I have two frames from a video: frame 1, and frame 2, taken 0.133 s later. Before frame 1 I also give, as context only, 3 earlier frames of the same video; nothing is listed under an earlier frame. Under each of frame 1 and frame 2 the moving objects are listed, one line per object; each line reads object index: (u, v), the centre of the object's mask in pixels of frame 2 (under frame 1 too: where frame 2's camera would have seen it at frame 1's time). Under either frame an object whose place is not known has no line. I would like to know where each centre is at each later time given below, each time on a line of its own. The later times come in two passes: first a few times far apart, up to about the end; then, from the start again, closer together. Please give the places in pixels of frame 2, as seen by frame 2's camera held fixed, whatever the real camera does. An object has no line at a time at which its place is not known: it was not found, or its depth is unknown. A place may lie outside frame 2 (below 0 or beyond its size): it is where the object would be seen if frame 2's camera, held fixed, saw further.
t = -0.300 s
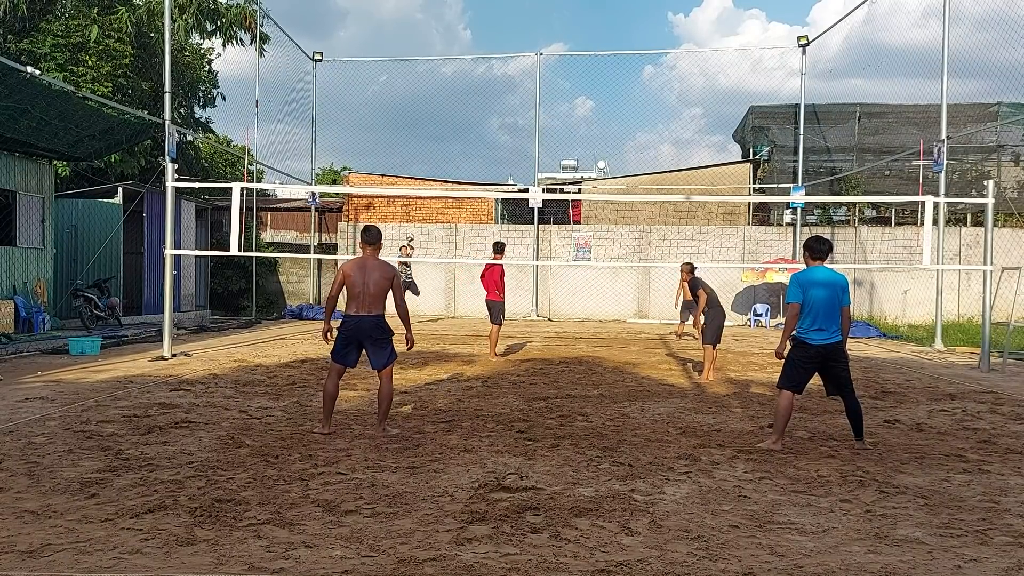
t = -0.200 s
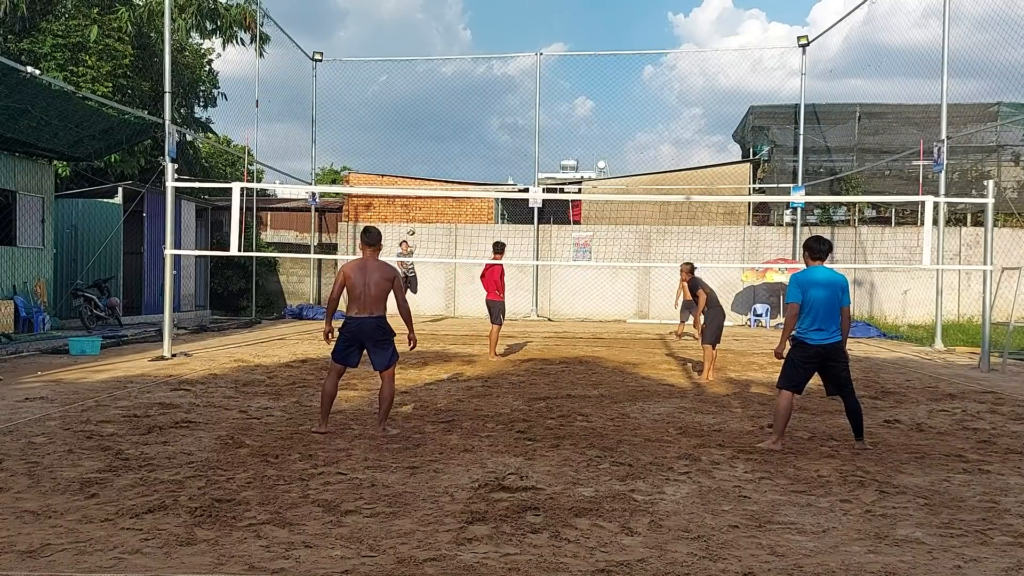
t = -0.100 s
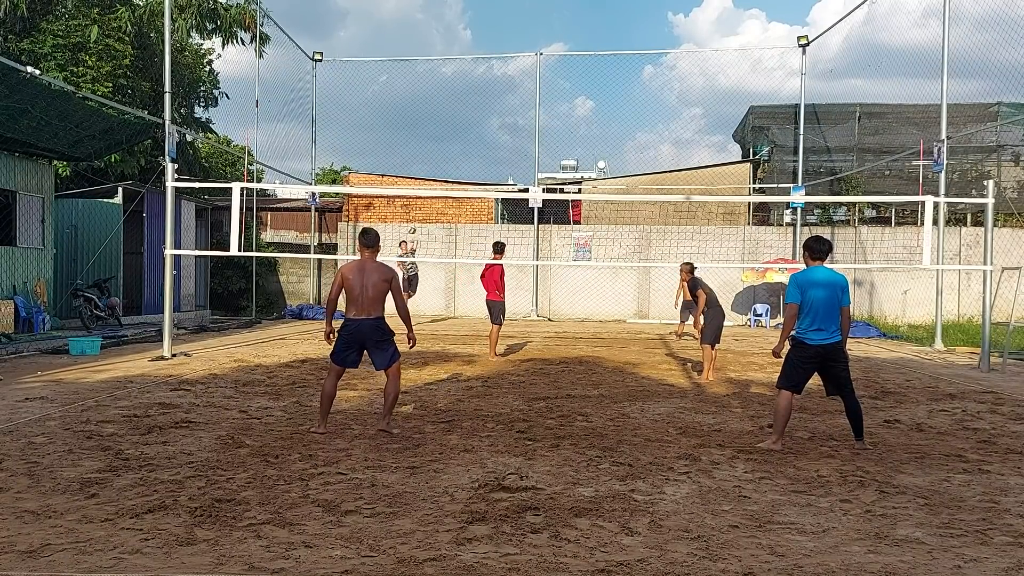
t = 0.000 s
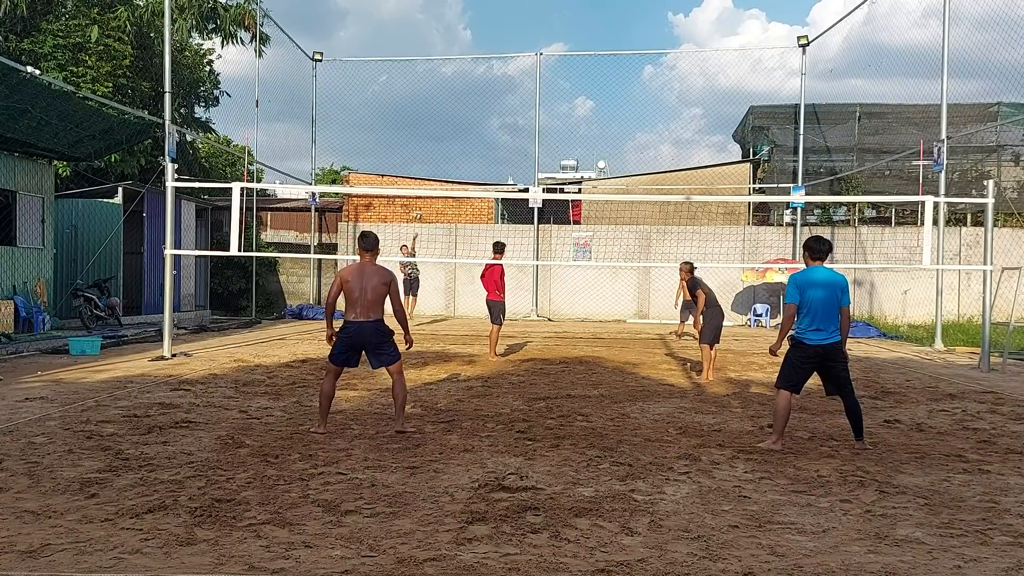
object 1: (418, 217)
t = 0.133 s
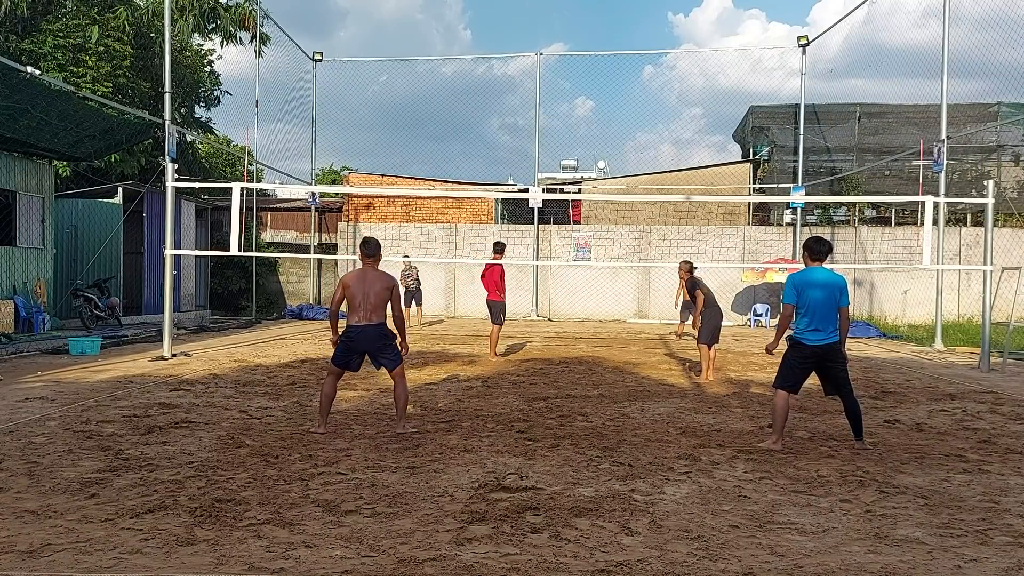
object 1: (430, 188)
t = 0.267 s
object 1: (443, 167)
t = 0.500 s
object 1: (470, 138)
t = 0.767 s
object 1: (507, 129)
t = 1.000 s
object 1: (542, 166)
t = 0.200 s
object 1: (437, 177)
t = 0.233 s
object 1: (440, 172)
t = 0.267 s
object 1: (443, 167)
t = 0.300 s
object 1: (447, 162)
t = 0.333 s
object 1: (450, 158)
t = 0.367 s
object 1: (454, 153)
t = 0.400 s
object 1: (458, 149)
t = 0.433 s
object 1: (461, 145)
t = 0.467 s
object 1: (466, 141)
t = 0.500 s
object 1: (470, 138)
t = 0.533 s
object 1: (474, 135)
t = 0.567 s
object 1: (479, 133)
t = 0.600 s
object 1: (483, 130)
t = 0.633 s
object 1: (488, 129)
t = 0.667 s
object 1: (493, 128)
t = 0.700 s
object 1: (498, 128)
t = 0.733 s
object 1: (502, 128)
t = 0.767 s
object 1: (507, 129)
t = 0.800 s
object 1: (512, 131)
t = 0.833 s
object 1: (517, 134)
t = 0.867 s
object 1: (522, 138)
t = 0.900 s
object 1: (526, 143)
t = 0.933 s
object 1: (532, 150)
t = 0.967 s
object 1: (537, 157)
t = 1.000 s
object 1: (542, 166)
